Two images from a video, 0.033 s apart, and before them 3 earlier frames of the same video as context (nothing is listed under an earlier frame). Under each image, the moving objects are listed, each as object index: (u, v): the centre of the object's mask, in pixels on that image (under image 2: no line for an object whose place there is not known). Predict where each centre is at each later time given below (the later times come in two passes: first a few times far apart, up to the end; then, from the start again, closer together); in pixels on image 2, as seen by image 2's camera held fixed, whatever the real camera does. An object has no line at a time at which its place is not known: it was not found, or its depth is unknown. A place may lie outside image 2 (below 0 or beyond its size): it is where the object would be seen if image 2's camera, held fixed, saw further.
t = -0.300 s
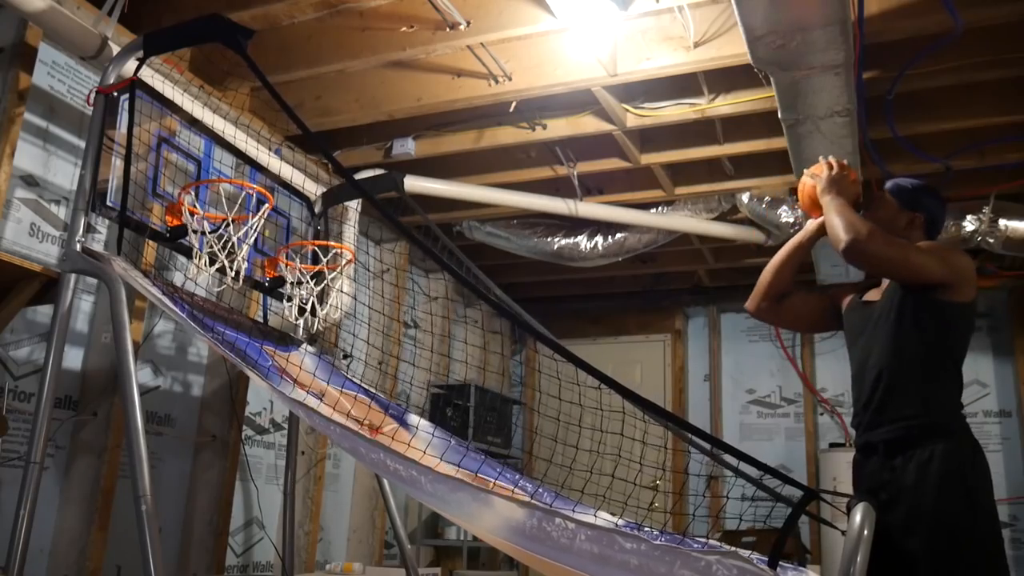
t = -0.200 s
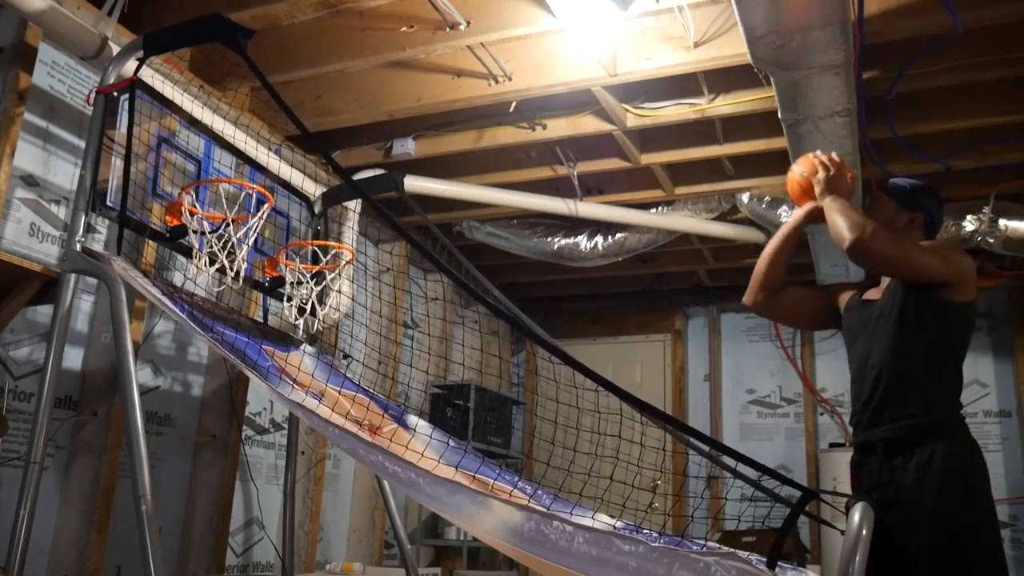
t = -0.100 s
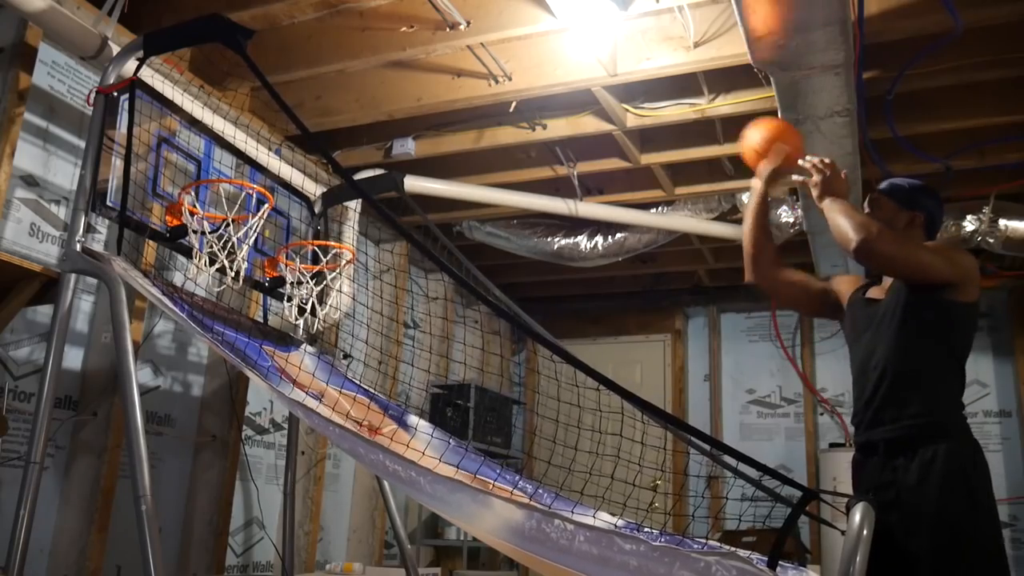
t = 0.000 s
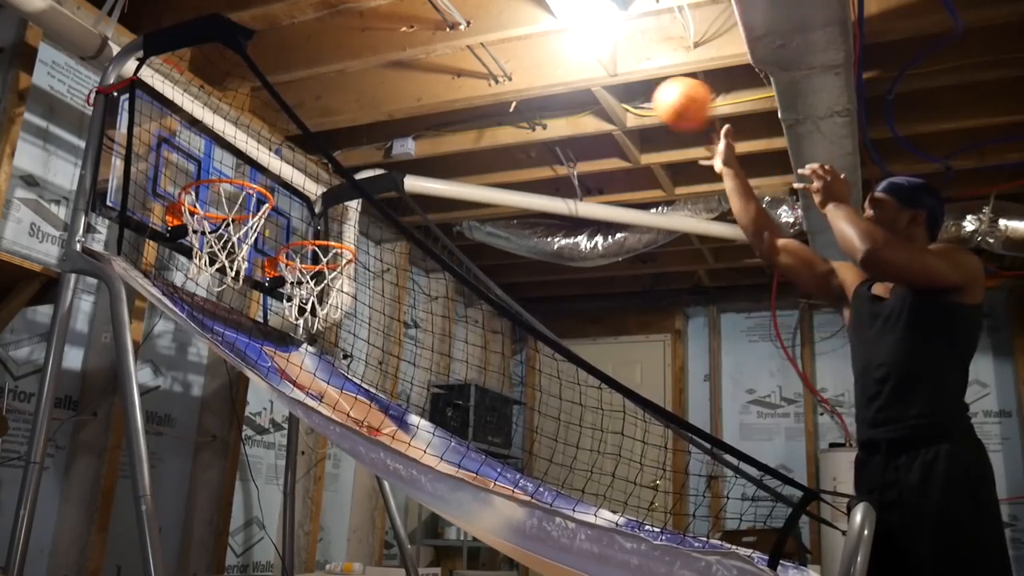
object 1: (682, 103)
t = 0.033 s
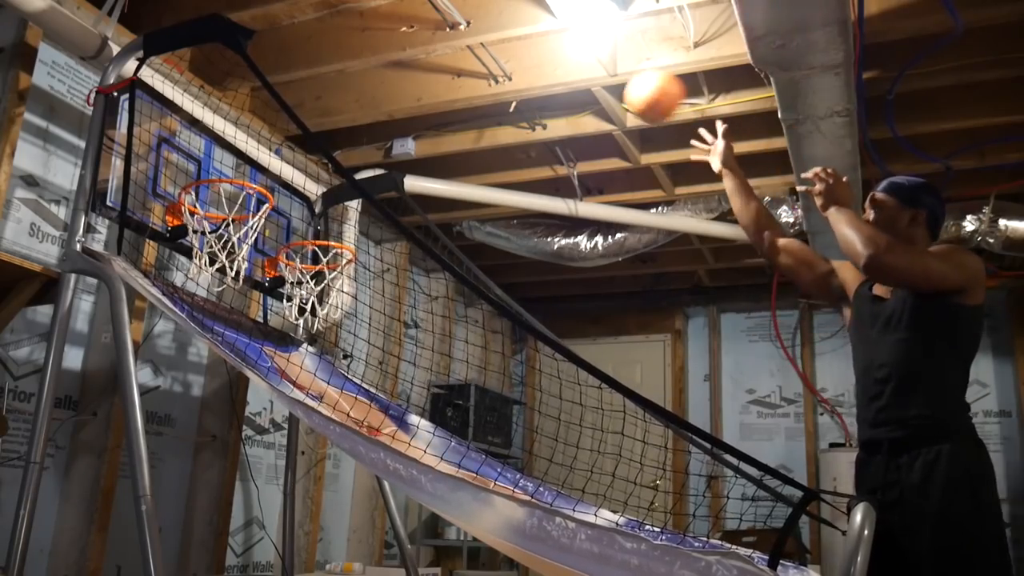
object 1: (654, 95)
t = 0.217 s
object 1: (517, 106)
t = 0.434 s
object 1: (364, 216)
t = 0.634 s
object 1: (301, 284)
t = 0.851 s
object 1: (267, 346)
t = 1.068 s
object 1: (298, 385)
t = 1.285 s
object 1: (379, 430)
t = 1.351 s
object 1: (371, 422)
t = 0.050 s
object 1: (640, 92)
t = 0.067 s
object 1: (627, 91)
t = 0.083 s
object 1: (614, 89)
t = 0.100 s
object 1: (601, 89)
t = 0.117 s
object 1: (590, 86)
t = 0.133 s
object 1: (579, 86)
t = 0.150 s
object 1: (567, 90)
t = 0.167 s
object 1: (555, 94)
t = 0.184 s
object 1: (542, 98)
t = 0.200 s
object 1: (529, 102)
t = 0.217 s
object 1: (517, 106)
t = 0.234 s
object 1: (505, 110)
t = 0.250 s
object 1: (493, 115)
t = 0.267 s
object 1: (481, 121)
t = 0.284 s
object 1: (469, 128)
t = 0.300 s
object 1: (457, 136)
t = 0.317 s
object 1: (445, 143)
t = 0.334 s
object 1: (434, 152)
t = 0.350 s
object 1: (422, 159)
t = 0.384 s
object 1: (399, 180)
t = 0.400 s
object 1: (387, 191)
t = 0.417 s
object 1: (377, 204)
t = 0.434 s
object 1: (364, 216)
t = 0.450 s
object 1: (353, 225)
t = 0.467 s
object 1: (344, 234)
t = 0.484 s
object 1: (334, 243)
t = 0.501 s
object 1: (322, 253)
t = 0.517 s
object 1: (315, 259)
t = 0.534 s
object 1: (310, 263)
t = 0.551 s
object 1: (310, 264)
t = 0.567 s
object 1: (307, 269)
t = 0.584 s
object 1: (305, 272)
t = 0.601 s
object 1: (305, 276)
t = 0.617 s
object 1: (304, 278)
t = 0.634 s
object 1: (301, 284)
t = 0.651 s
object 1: (299, 284)
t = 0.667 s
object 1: (298, 288)
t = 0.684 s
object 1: (295, 292)
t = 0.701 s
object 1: (291, 295)
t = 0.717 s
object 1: (288, 298)
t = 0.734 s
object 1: (285, 303)
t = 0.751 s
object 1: (281, 310)
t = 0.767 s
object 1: (278, 315)
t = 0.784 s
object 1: (275, 322)
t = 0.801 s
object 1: (271, 330)
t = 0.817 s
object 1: (269, 337)
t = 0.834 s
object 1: (267, 342)
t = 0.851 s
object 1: (267, 346)
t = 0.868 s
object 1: (266, 349)
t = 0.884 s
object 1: (267, 352)
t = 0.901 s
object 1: (268, 355)
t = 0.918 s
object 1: (269, 358)
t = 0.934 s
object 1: (272, 362)
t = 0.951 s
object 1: (274, 365)
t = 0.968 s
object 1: (275, 367)
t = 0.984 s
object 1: (279, 370)
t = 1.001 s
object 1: (282, 373)
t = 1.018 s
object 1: (283, 373)
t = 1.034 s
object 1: (285, 374)
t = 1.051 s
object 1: (286, 375)
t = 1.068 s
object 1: (298, 385)
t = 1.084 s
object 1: (302, 387)
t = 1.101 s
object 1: (311, 393)
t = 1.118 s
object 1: (314, 395)
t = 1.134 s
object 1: (326, 402)
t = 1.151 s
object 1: (327, 403)
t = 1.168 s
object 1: (336, 407)
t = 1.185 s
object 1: (338, 411)
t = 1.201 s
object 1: (354, 419)
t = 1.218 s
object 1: (360, 424)
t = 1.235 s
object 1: (361, 426)
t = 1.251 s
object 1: (369, 429)
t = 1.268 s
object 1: (376, 430)
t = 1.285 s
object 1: (379, 430)
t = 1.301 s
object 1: (380, 431)
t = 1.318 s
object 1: (373, 426)
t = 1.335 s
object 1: (368, 422)
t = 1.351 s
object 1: (371, 422)
